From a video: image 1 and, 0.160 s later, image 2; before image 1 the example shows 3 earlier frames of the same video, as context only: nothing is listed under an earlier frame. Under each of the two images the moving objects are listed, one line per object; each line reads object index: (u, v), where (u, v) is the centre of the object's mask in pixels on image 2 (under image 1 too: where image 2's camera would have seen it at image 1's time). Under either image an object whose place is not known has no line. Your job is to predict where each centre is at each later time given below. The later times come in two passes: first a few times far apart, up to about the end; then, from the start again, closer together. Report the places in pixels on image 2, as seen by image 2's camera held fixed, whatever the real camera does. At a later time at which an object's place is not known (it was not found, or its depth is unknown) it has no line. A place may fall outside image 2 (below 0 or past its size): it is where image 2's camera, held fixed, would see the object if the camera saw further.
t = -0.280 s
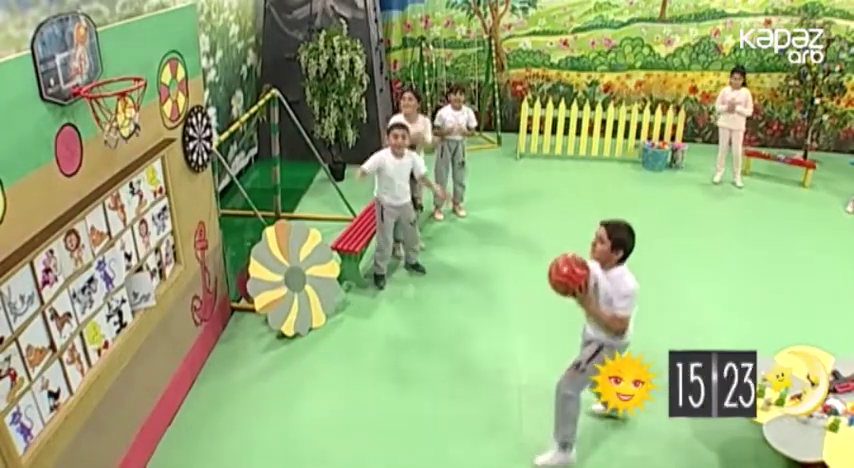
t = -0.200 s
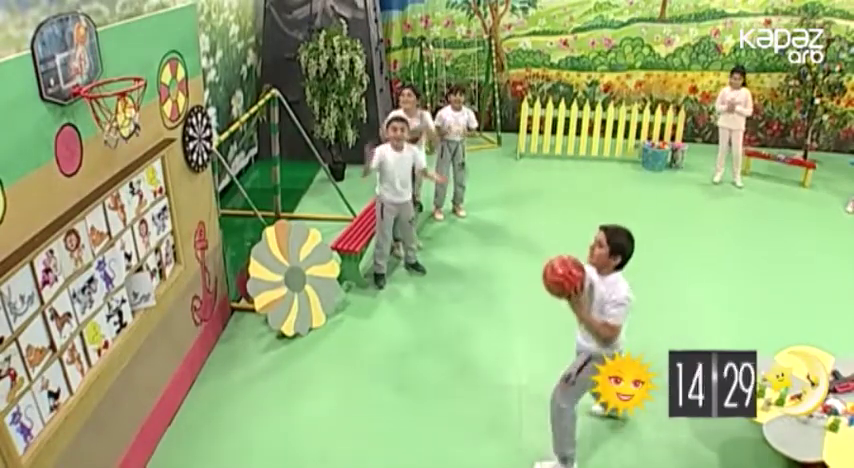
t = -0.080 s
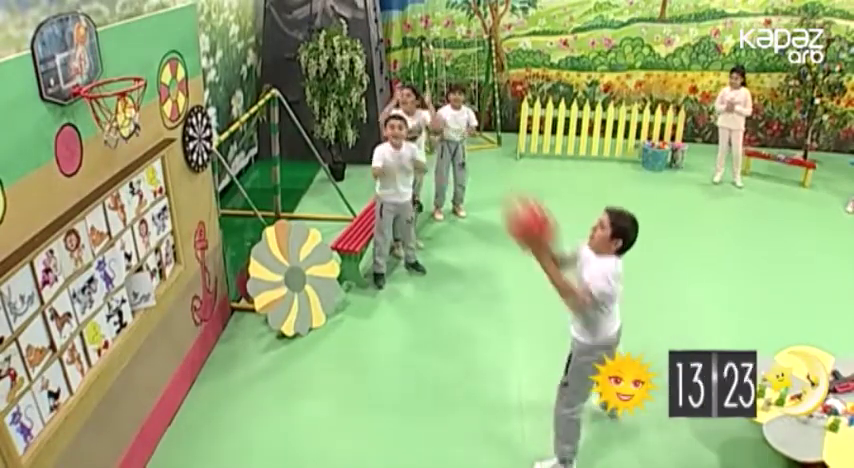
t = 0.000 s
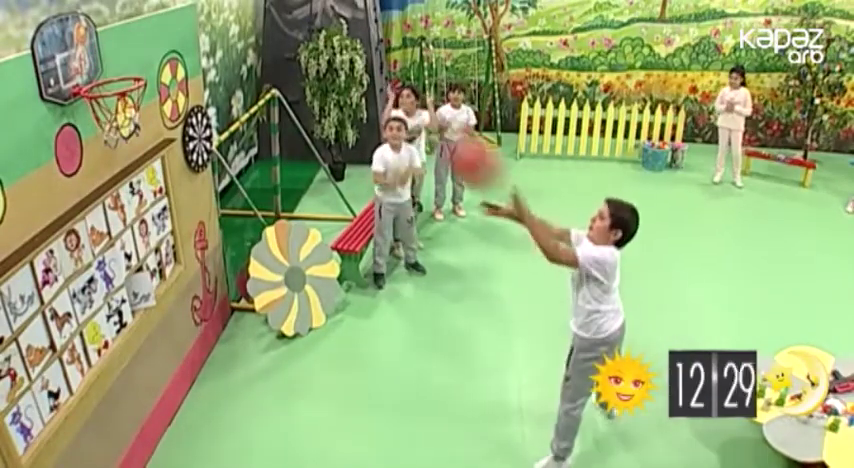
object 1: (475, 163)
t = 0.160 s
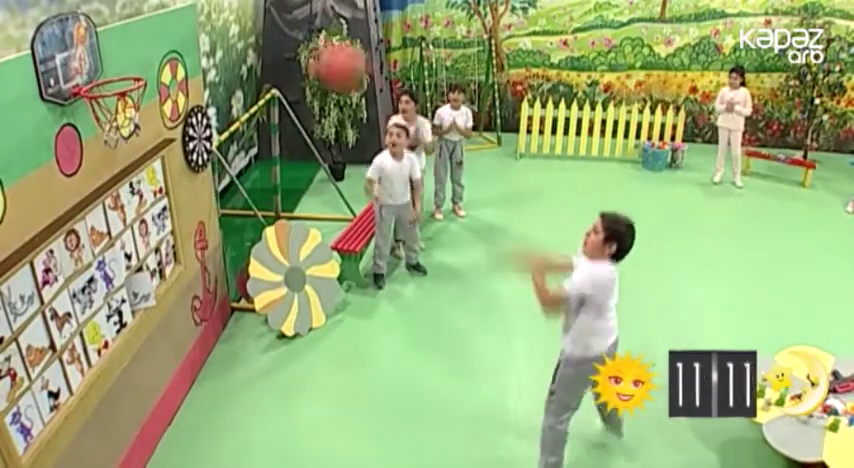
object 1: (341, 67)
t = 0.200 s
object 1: (301, 51)
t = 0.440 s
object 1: (122, 52)
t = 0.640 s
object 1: (135, 58)
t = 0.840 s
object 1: (159, 75)
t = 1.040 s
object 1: (194, 181)
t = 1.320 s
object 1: (256, 423)
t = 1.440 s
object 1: (265, 424)
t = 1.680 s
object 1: (263, 325)
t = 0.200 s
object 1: (301, 51)
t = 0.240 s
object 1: (273, 41)
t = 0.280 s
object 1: (243, 37)
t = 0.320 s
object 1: (208, 34)
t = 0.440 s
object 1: (122, 52)
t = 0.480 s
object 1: (94, 64)
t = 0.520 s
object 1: (102, 60)
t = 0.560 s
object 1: (116, 59)
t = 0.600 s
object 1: (129, 61)
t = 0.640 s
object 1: (135, 58)
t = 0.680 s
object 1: (140, 54)
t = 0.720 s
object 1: (144, 54)
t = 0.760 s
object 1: (149, 58)
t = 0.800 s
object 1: (154, 65)
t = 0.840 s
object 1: (159, 75)
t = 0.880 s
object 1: (167, 88)
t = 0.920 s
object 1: (172, 108)
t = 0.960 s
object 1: (179, 129)
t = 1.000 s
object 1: (188, 154)
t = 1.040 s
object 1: (194, 181)
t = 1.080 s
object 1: (204, 211)
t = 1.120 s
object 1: (212, 245)
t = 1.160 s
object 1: (222, 277)
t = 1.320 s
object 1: (256, 423)
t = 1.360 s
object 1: (265, 451)
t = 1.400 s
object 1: (266, 446)
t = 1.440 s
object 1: (265, 424)
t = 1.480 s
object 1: (264, 402)
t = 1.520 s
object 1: (262, 384)
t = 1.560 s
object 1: (262, 365)
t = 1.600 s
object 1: (262, 350)
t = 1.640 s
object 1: (262, 337)
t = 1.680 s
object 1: (263, 325)
